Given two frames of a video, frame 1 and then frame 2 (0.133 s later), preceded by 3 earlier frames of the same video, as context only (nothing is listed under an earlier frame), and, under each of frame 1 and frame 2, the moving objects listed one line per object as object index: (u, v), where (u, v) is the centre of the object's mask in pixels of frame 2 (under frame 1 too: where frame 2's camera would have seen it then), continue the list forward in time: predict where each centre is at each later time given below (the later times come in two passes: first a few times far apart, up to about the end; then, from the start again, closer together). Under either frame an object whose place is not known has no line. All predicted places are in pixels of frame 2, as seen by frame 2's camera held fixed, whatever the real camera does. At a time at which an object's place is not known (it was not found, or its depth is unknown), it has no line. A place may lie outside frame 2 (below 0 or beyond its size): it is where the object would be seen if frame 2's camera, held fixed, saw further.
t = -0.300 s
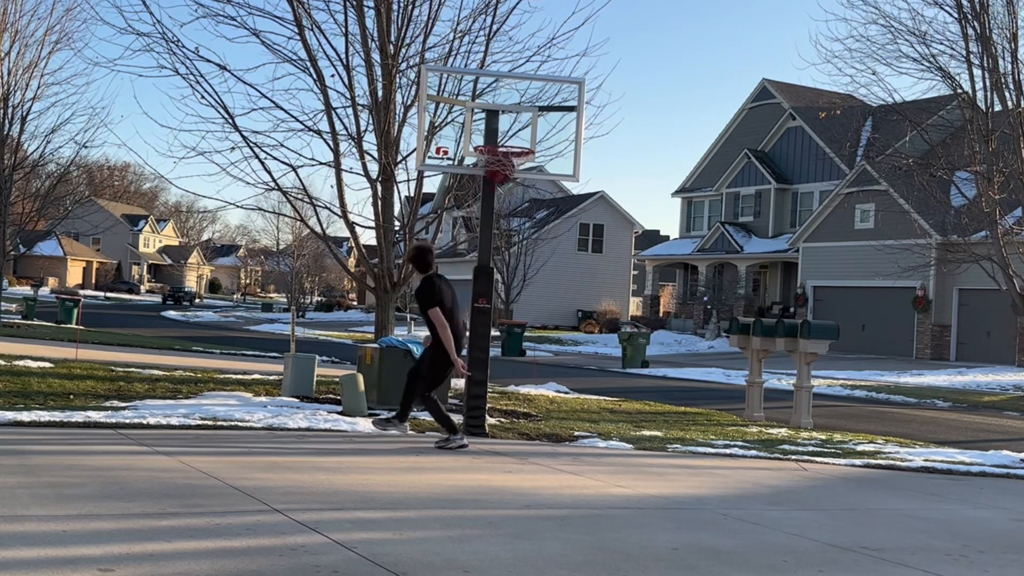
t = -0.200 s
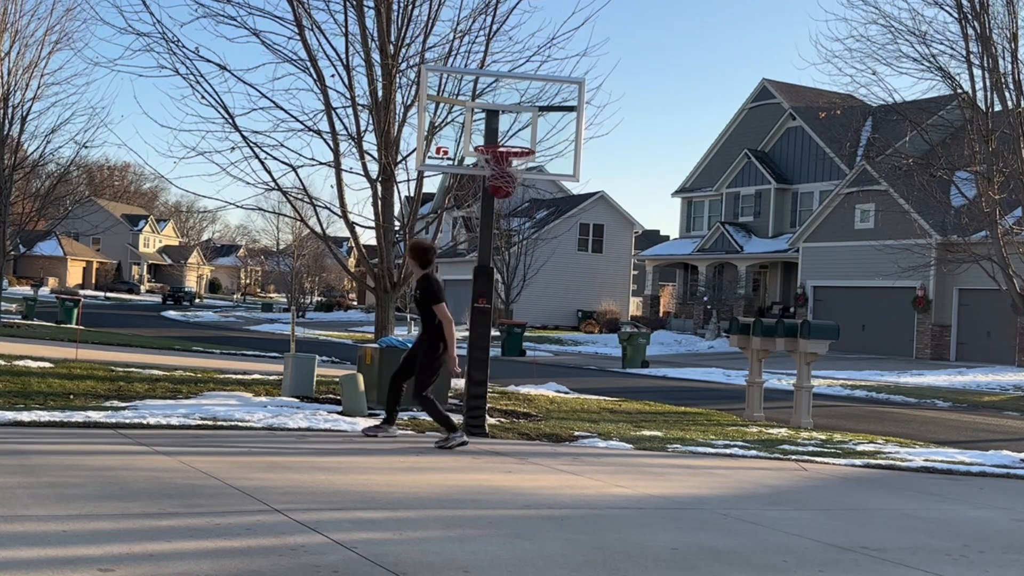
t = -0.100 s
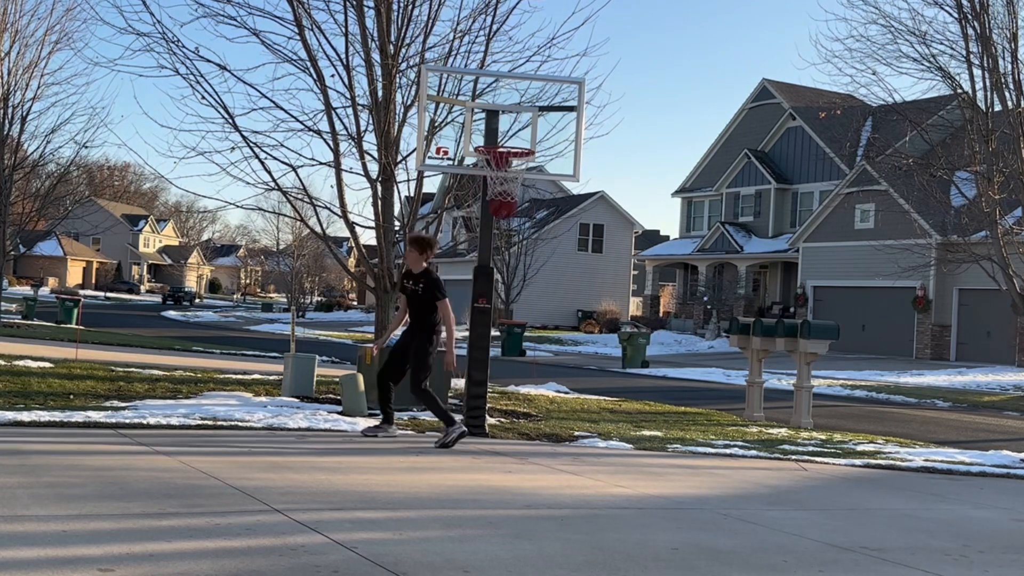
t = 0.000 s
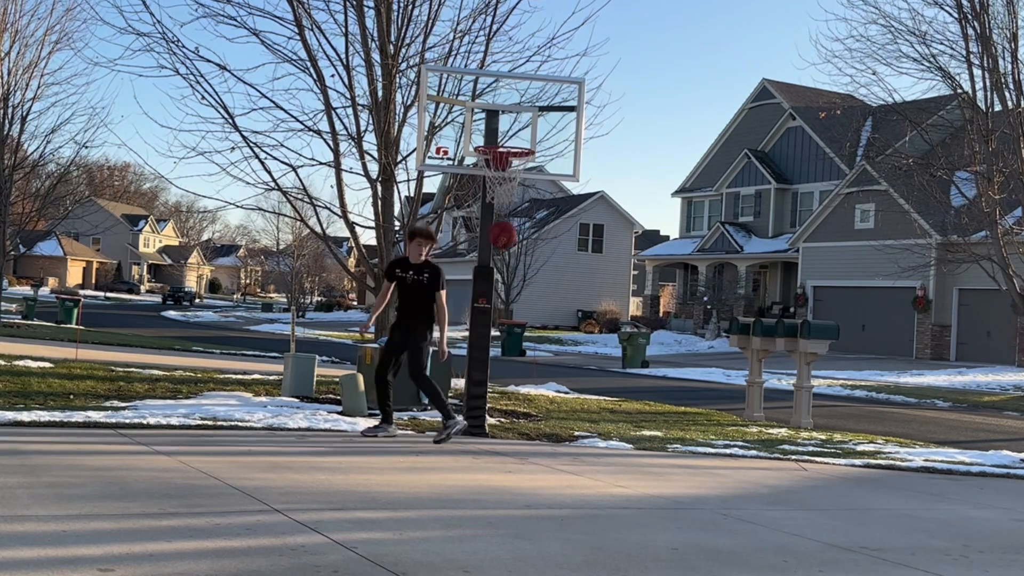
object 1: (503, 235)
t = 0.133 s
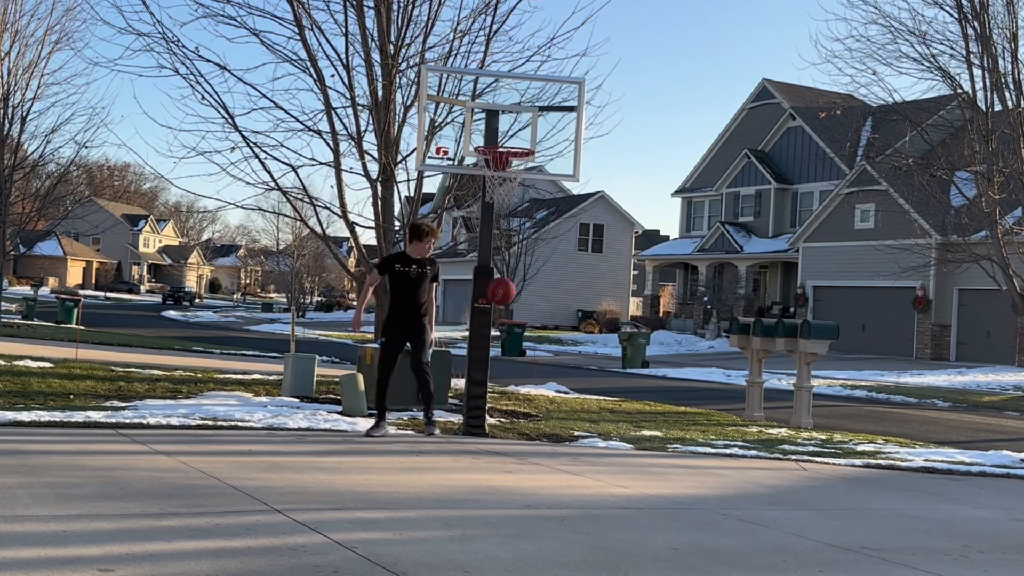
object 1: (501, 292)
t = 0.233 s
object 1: (499, 345)
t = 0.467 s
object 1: (500, 383)
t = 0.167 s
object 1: (501, 308)
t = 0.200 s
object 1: (500, 327)
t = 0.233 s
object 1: (499, 345)
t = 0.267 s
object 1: (498, 365)
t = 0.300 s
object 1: (497, 386)
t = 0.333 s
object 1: (496, 409)
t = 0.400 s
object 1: (497, 414)
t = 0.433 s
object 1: (499, 398)
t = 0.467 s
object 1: (500, 383)
